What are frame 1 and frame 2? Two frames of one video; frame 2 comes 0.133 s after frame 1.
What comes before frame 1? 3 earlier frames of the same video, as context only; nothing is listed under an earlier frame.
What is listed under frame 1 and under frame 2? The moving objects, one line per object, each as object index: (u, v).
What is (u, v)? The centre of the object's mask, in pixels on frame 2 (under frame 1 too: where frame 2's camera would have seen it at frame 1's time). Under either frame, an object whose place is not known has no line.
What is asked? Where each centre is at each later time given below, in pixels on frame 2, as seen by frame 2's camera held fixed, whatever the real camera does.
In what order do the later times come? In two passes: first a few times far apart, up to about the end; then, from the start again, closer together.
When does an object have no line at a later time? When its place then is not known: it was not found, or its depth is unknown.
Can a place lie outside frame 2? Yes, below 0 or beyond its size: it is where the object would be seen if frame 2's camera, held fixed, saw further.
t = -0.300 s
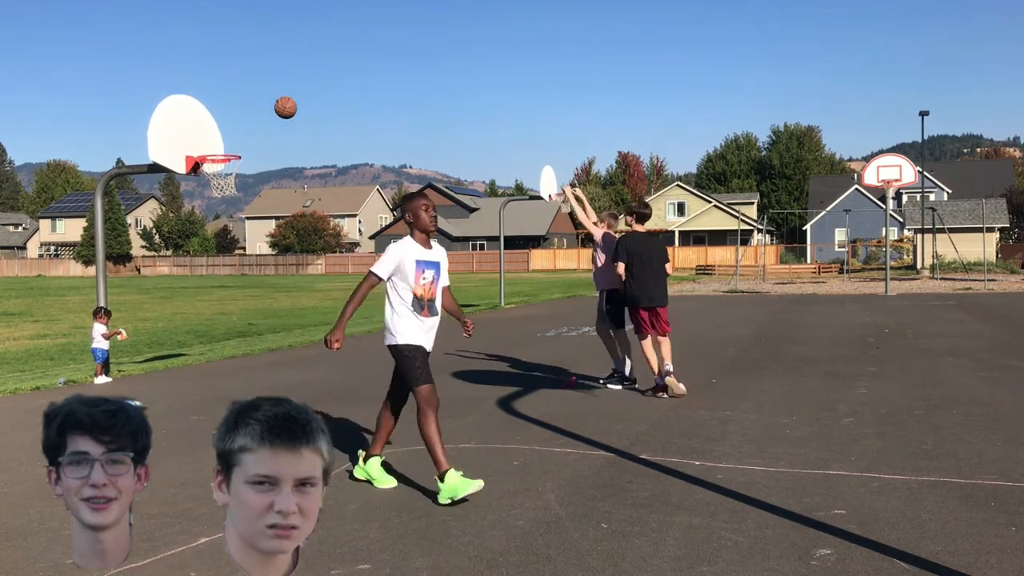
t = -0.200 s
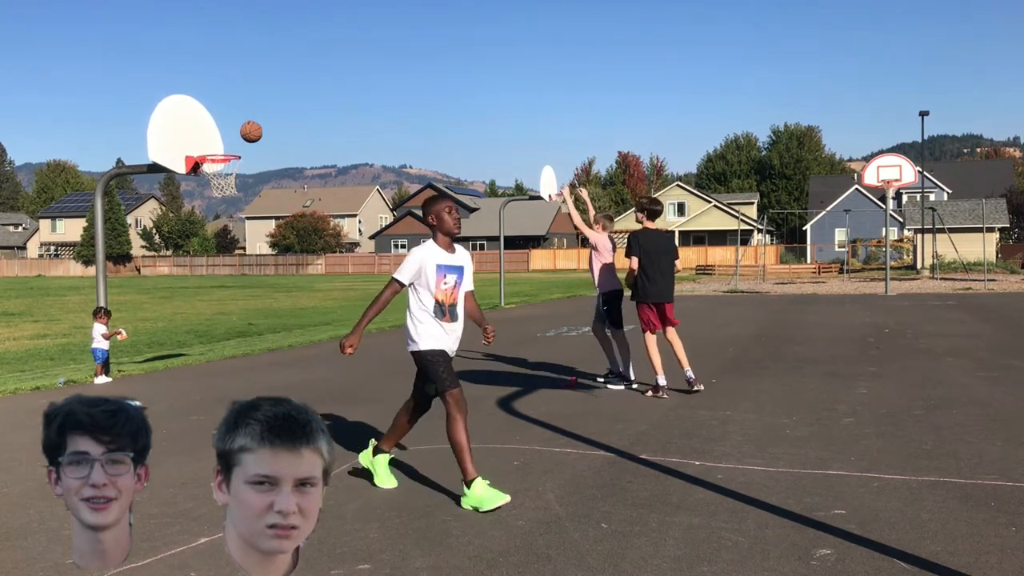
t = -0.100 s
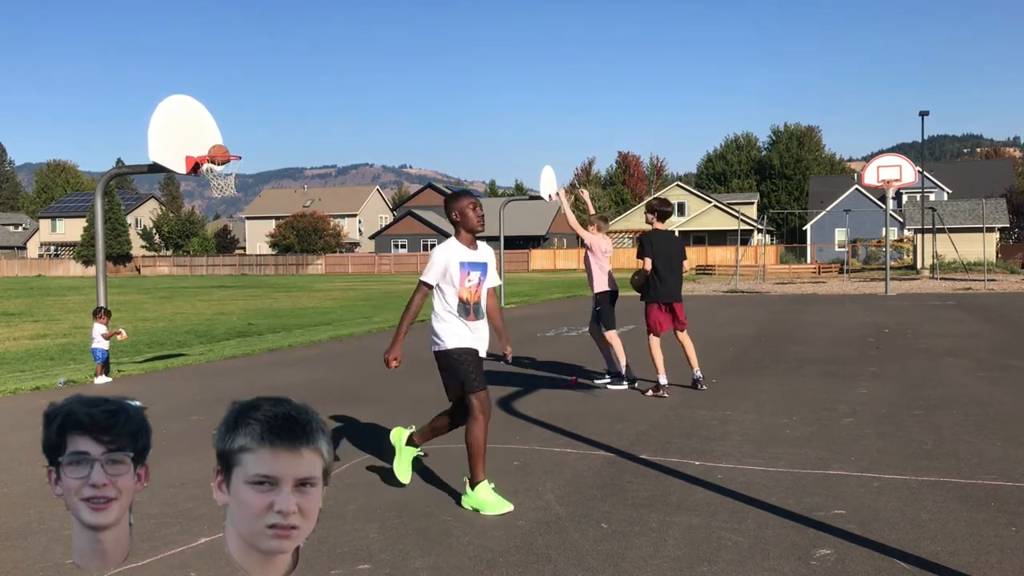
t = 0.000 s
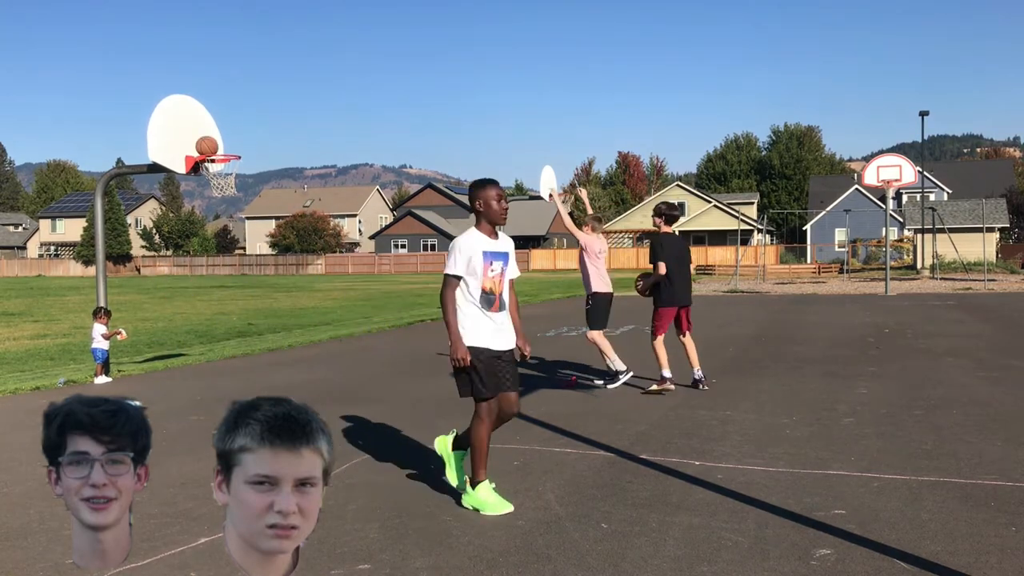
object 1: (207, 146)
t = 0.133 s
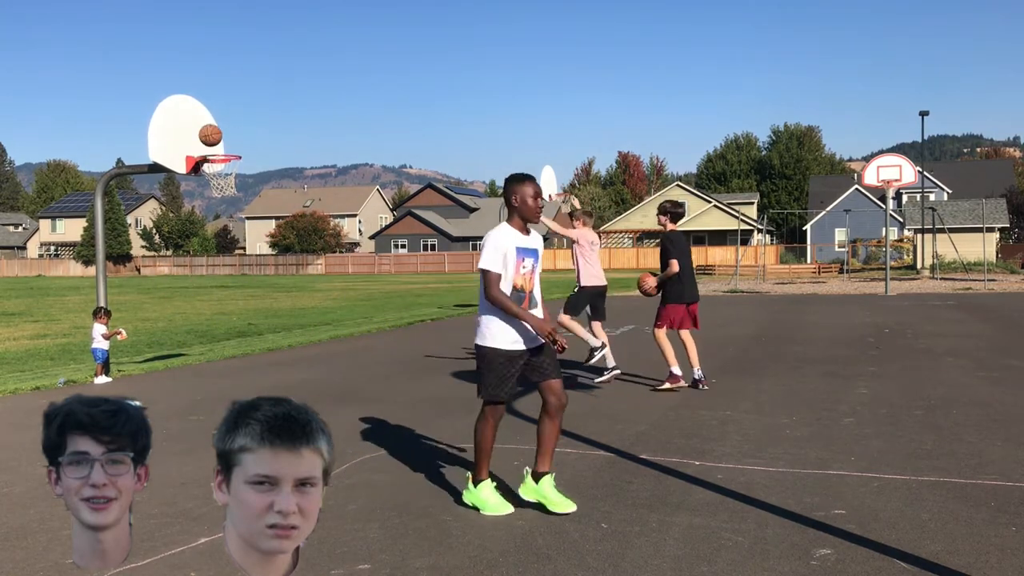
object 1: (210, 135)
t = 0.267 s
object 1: (214, 140)
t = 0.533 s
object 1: (223, 203)
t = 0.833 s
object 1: (238, 370)
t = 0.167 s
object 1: (211, 135)
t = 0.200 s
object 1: (212, 135)
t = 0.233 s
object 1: (213, 137)
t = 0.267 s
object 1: (214, 140)
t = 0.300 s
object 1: (215, 144)
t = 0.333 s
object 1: (216, 149)
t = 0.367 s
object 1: (217, 155)
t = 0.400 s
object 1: (218, 162)
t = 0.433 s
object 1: (219, 171)
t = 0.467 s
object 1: (221, 180)
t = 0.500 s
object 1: (222, 191)
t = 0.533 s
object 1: (223, 203)
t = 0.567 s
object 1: (225, 216)
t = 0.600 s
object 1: (226, 230)
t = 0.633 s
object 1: (228, 246)
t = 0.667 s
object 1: (230, 264)
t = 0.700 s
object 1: (231, 282)
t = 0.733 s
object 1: (232, 302)
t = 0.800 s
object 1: (235, 345)
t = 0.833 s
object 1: (238, 370)
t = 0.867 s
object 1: (239, 384)
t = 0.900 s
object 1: (237, 366)
